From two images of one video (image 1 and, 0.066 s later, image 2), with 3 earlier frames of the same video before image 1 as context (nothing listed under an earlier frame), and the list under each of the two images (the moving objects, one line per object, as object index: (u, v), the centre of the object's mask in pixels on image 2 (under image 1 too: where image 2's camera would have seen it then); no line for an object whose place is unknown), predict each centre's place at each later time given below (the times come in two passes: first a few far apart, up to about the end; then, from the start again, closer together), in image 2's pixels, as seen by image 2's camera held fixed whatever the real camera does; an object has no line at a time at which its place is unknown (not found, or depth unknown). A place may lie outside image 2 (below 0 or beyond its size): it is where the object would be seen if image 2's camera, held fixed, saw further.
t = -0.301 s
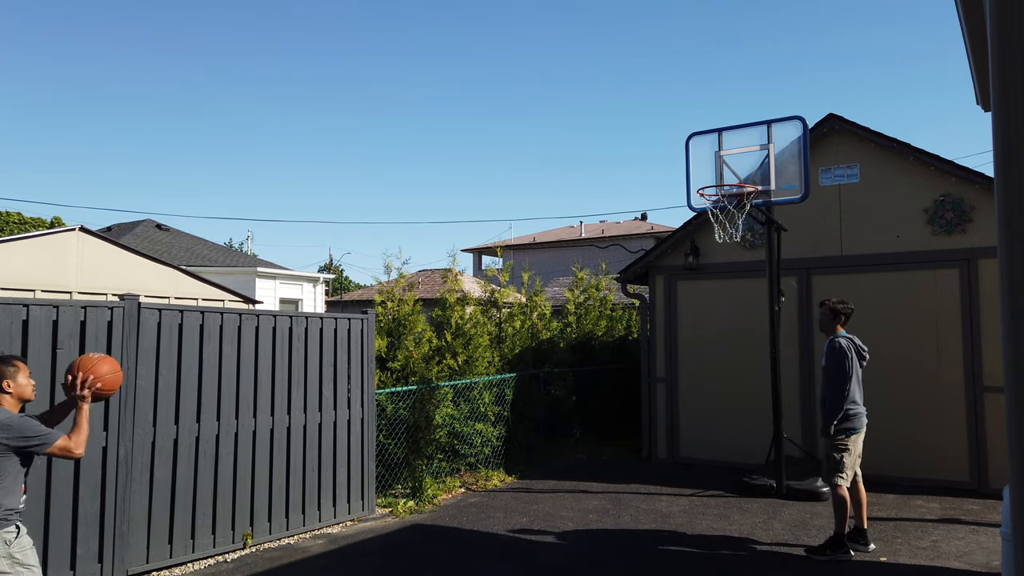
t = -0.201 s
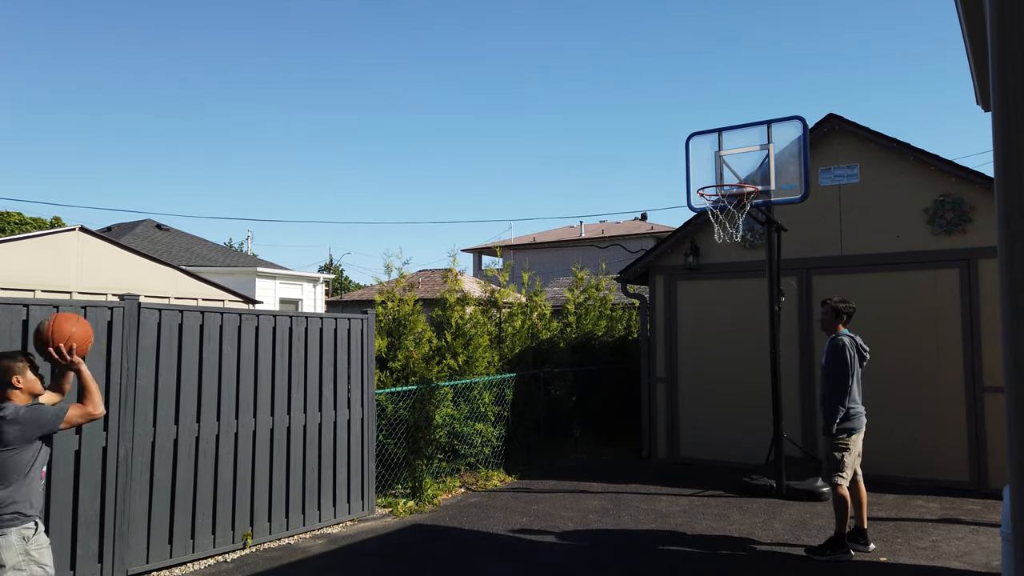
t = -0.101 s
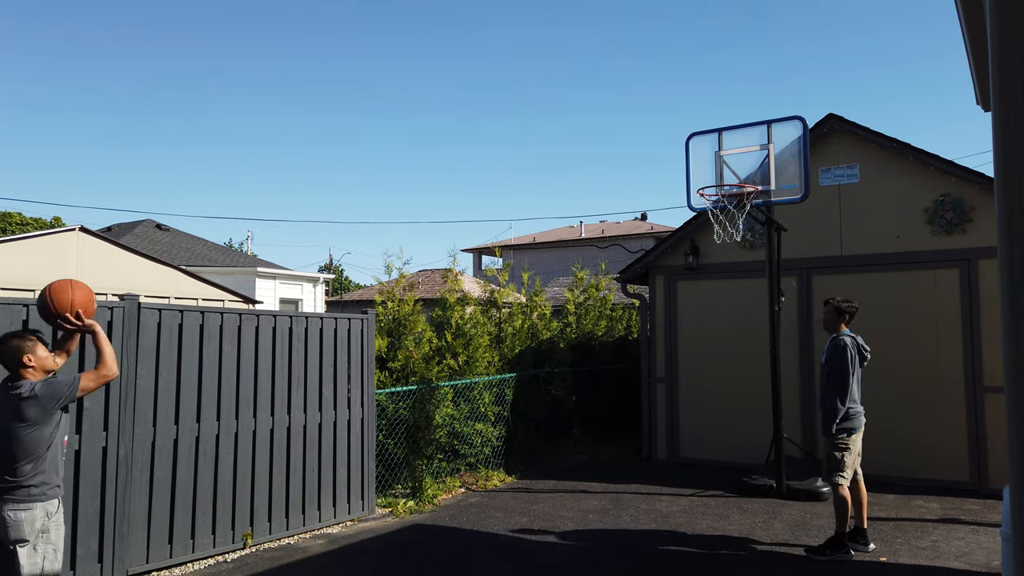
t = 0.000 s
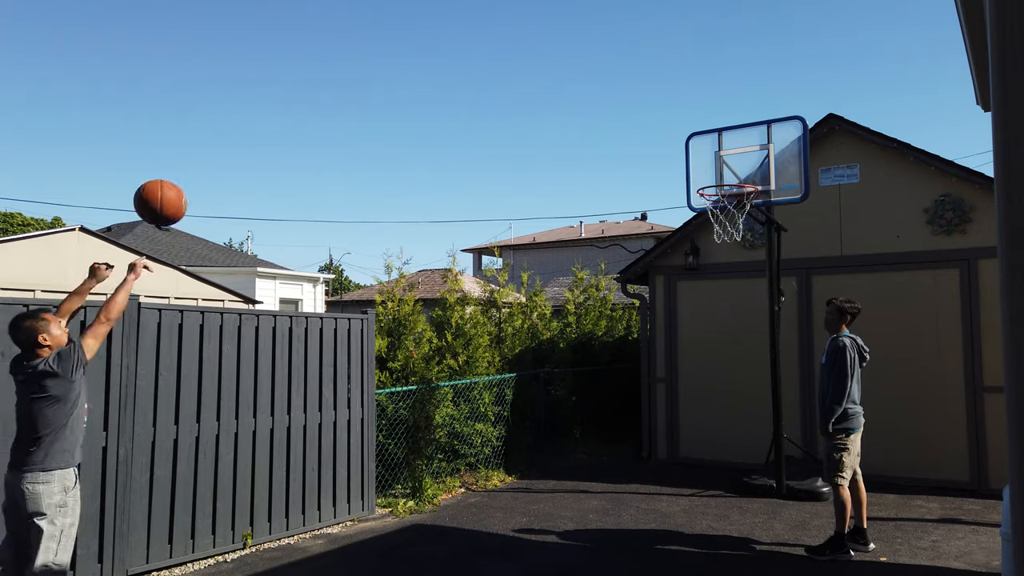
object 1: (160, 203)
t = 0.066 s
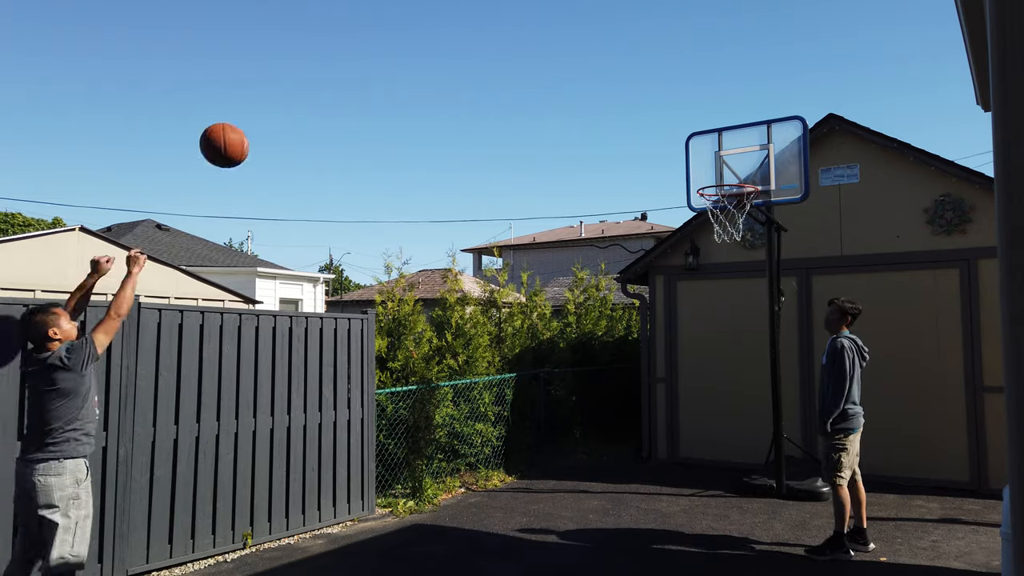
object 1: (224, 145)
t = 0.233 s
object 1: (358, 52)
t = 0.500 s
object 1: (524, 17)
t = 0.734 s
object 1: (635, 66)
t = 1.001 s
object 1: (739, 188)
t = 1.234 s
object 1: (733, 212)
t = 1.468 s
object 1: (732, 266)
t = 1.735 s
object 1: (732, 412)
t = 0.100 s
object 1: (253, 121)
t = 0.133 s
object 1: (282, 100)
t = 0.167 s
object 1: (308, 82)
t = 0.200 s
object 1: (334, 66)
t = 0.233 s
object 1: (358, 52)
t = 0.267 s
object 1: (382, 41)
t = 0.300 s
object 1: (405, 32)
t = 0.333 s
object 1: (427, 25)
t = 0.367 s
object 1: (447, 20)
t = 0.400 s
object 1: (468, 17)
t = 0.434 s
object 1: (487, 16)
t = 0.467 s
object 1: (506, 16)
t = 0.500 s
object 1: (524, 17)
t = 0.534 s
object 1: (542, 19)
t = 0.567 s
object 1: (558, 24)
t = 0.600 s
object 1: (575, 29)
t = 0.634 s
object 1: (591, 36)
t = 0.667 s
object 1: (606, 45)
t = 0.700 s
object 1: (621, 55)
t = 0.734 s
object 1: (635, 66)
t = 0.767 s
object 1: (649, 77)
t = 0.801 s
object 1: (663, 90)
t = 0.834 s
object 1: (676, 104)
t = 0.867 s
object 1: (689, 119)
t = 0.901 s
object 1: (702, 134)
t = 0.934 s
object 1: (714, 151)
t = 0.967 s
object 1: (726, 169)
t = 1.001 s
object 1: (739, 188)
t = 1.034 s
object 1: (728, 190)
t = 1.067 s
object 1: (721, 193)
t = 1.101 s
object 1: (729, 197)
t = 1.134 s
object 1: (736, 202)
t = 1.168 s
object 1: (734, 206)
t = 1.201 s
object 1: (733, 210)
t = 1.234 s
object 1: (733, 212)
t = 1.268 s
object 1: (734, 216)
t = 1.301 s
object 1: (732, 220)
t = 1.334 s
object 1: (733, 228)
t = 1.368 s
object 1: (733, 235)
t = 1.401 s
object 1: (732, 244)
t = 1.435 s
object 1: (732, 255)
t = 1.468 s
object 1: (732, 266)
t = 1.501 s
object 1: (732, 280)
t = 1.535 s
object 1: (731, 294)
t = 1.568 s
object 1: (731, 310)
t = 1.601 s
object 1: (731, 327)
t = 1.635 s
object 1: (731, 346)
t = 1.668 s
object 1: (732, 366)
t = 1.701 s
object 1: (731, 388)
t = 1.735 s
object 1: (732, 412)
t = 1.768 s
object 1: (732, 437)
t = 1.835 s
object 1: (734, 491)
